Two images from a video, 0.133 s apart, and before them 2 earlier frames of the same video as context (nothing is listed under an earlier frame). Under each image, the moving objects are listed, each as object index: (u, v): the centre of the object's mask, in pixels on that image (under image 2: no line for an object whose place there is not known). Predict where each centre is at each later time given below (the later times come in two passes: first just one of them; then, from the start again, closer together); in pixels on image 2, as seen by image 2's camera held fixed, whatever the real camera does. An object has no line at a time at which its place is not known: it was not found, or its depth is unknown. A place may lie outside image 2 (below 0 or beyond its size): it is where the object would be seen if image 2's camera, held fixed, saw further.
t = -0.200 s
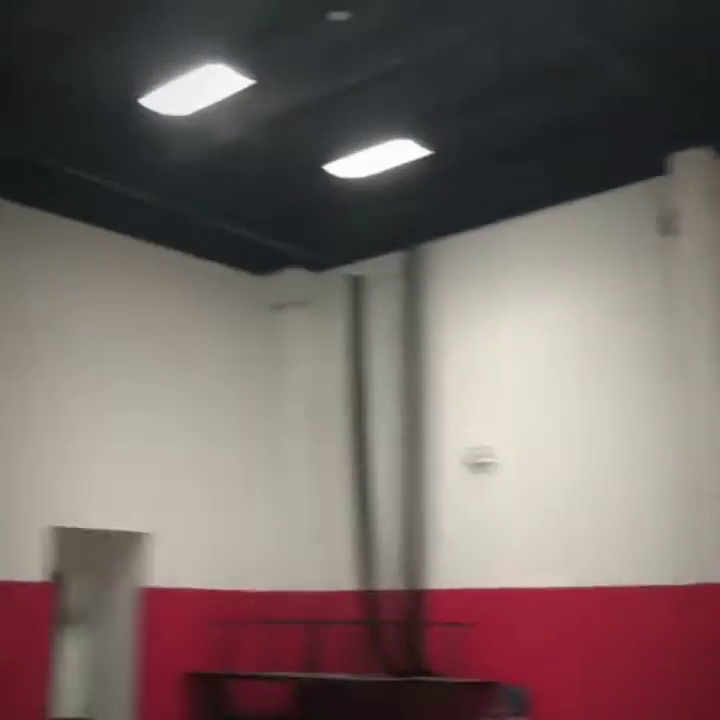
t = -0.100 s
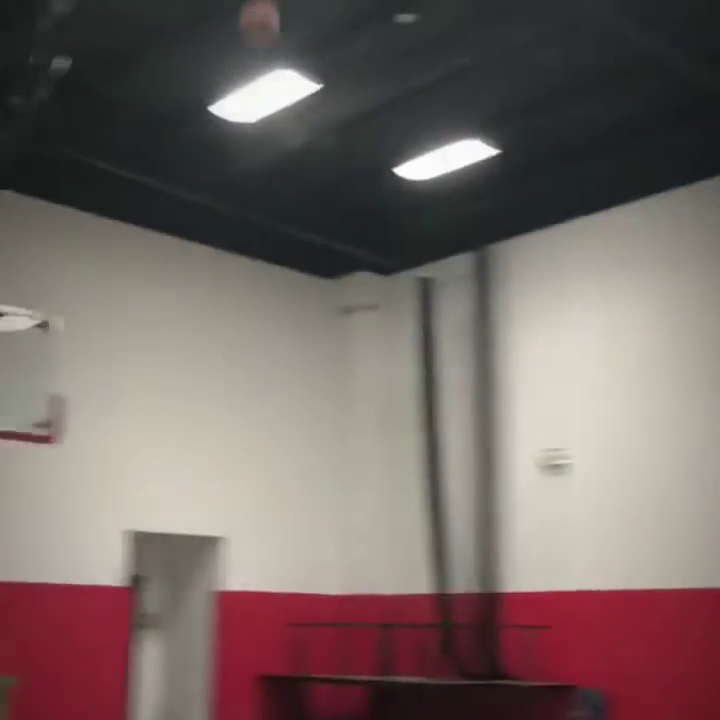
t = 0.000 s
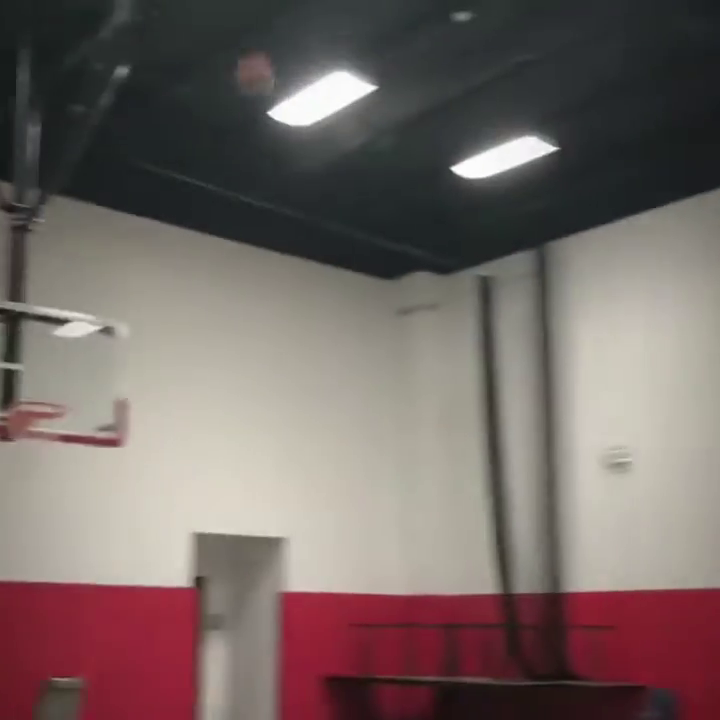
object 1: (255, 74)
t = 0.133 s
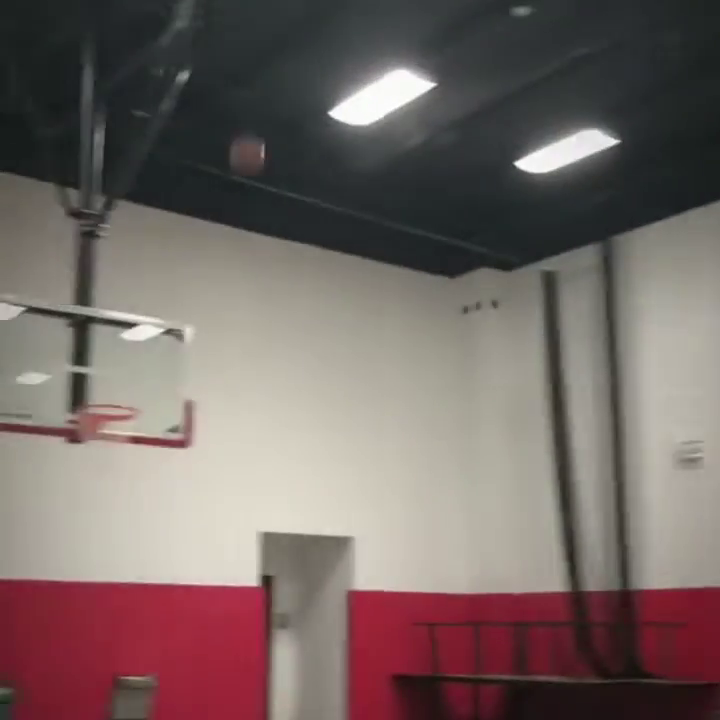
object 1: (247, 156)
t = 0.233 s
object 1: (202, 218)
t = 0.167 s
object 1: (232, 175)
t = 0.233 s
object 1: (202, 218)
